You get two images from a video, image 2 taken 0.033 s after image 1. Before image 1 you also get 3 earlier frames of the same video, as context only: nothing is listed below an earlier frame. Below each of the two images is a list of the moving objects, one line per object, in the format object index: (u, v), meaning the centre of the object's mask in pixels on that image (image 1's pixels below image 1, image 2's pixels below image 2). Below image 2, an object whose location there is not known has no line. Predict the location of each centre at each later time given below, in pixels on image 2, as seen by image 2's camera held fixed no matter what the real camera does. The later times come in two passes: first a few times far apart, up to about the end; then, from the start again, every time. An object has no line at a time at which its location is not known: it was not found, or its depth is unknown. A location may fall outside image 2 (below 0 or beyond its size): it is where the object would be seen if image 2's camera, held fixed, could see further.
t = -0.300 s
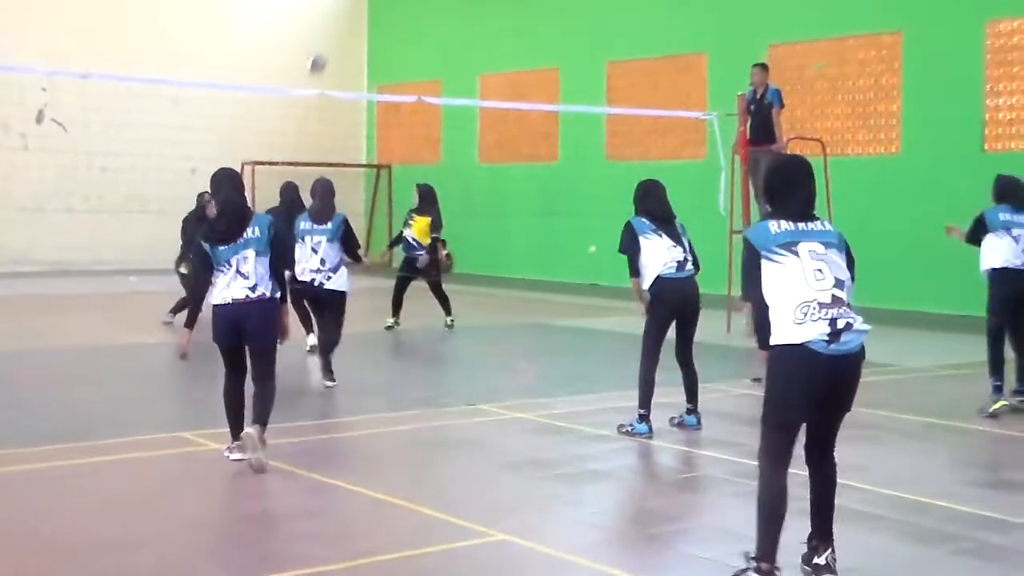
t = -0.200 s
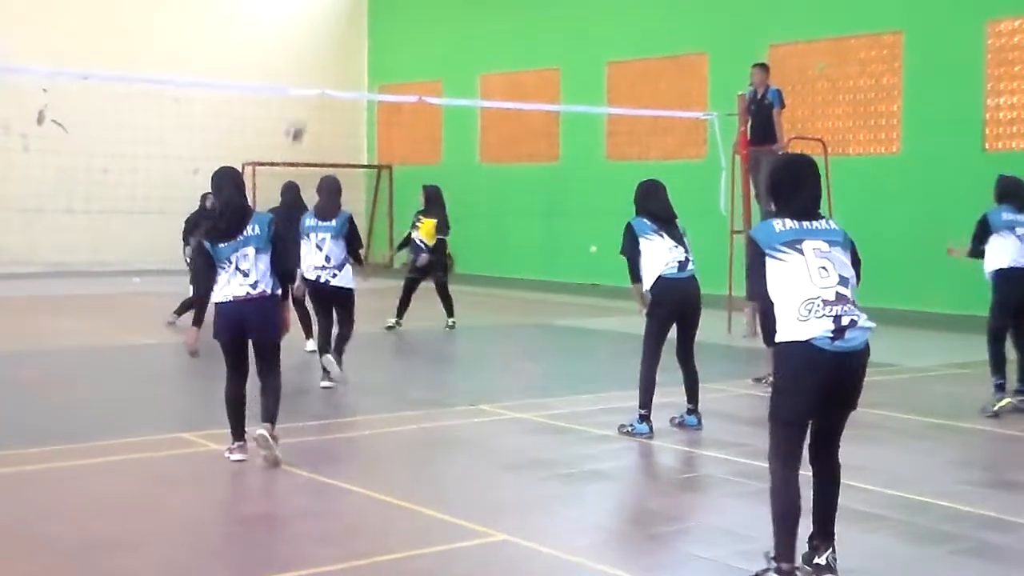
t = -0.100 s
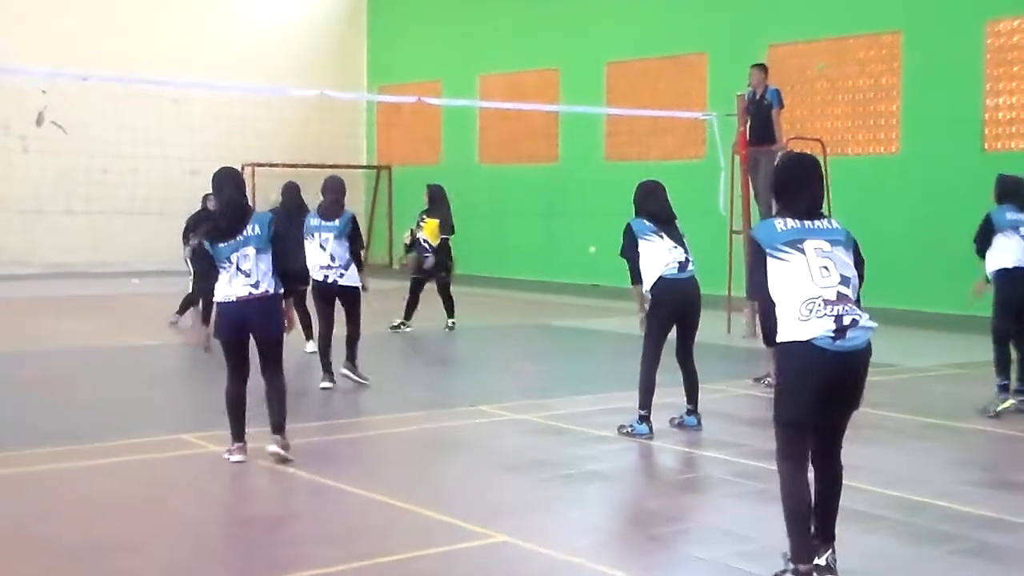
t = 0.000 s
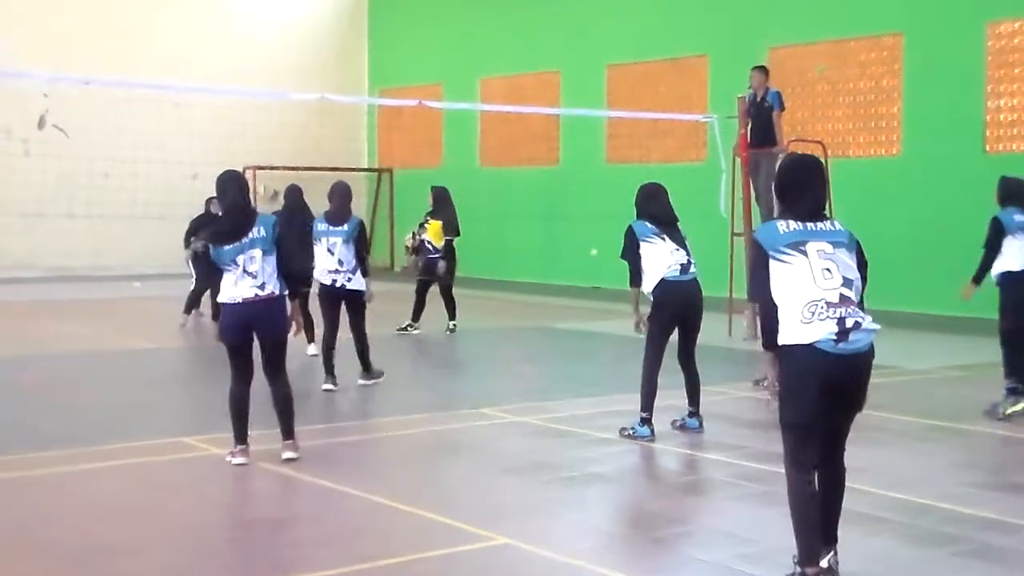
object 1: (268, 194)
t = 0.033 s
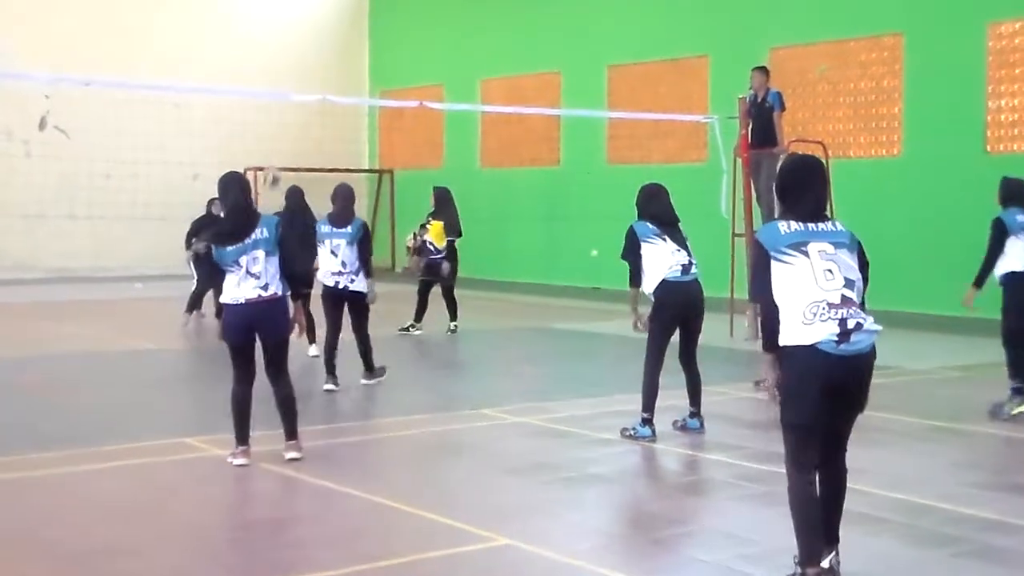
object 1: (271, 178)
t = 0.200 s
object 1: (270, 113)
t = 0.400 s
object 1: (266, 63)
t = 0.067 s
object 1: (272, 164)
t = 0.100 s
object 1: (271, 151)
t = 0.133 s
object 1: (271, 137)
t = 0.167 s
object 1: (270, 124)
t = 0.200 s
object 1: (270, 113)
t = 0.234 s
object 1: (269, 105)
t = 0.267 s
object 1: (270, 94)
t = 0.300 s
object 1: (269, 84)
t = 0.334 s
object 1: (270, 78)
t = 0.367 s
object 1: (268, 71)
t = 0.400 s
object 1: (266, 63)
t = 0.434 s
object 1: (263, 58)
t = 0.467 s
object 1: (261, 54)
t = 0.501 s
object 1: (259, 51)
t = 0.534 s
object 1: (258, 49)
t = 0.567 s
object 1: (256, 48)
